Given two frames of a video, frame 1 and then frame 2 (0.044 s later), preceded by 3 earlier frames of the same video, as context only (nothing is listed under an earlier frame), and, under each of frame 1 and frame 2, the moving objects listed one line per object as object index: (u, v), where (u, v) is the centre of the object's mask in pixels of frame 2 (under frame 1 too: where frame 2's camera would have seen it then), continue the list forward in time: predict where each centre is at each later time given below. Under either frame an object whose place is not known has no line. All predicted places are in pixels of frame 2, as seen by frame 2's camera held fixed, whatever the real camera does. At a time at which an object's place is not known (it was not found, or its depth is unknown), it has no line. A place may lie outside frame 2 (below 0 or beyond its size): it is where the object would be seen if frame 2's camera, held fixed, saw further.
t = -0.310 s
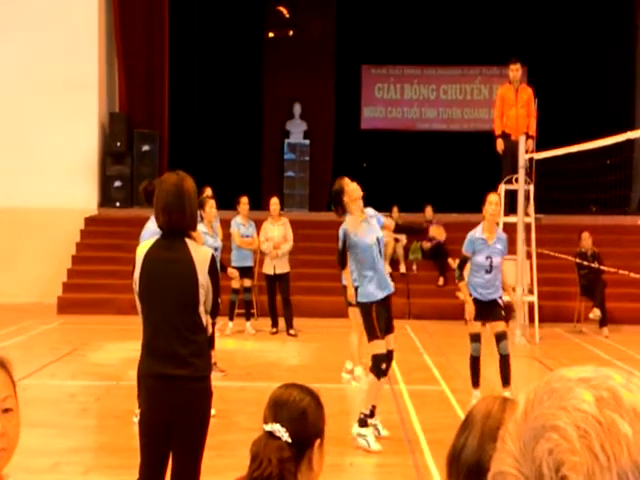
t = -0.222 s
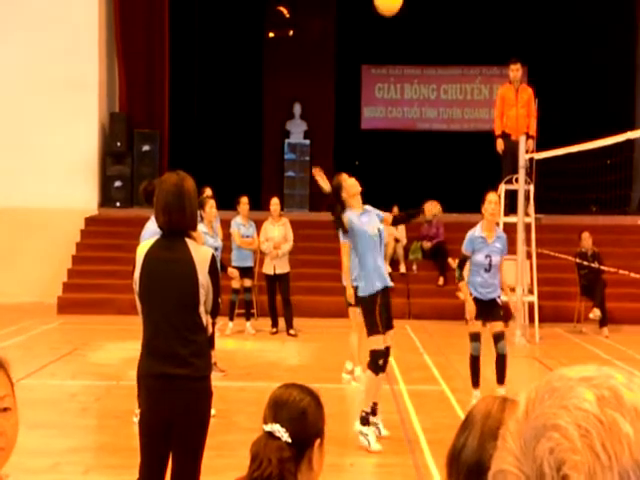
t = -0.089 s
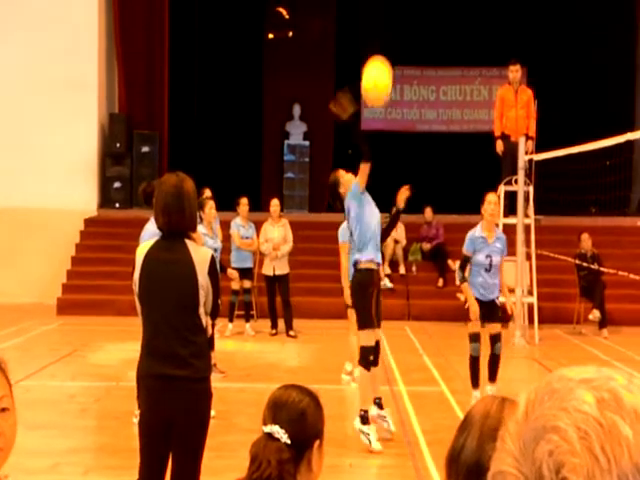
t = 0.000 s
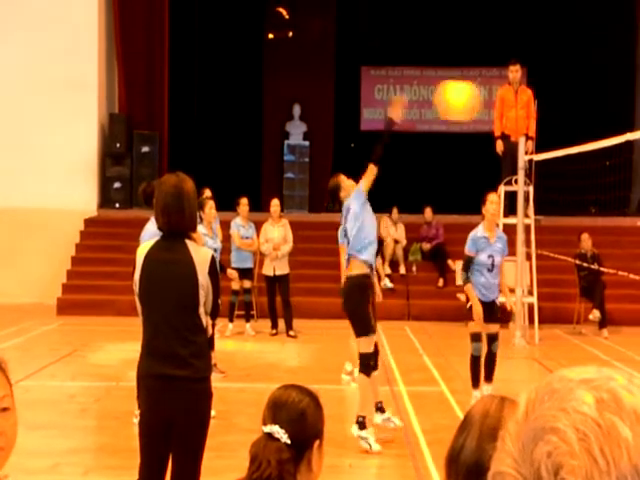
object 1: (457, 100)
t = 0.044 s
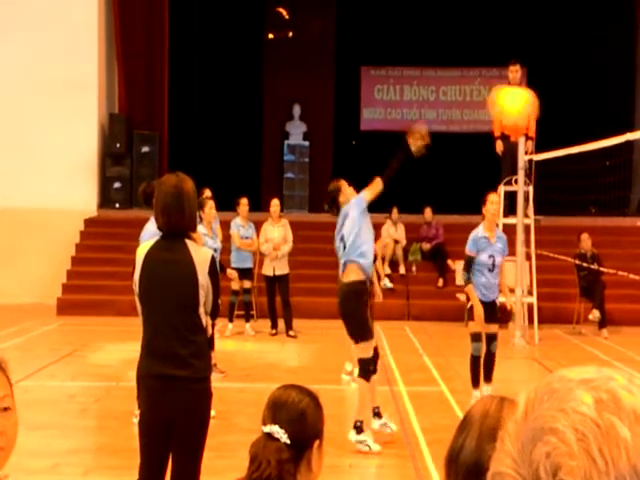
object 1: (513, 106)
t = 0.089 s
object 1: (566, 113)
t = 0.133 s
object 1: (615, 118)
